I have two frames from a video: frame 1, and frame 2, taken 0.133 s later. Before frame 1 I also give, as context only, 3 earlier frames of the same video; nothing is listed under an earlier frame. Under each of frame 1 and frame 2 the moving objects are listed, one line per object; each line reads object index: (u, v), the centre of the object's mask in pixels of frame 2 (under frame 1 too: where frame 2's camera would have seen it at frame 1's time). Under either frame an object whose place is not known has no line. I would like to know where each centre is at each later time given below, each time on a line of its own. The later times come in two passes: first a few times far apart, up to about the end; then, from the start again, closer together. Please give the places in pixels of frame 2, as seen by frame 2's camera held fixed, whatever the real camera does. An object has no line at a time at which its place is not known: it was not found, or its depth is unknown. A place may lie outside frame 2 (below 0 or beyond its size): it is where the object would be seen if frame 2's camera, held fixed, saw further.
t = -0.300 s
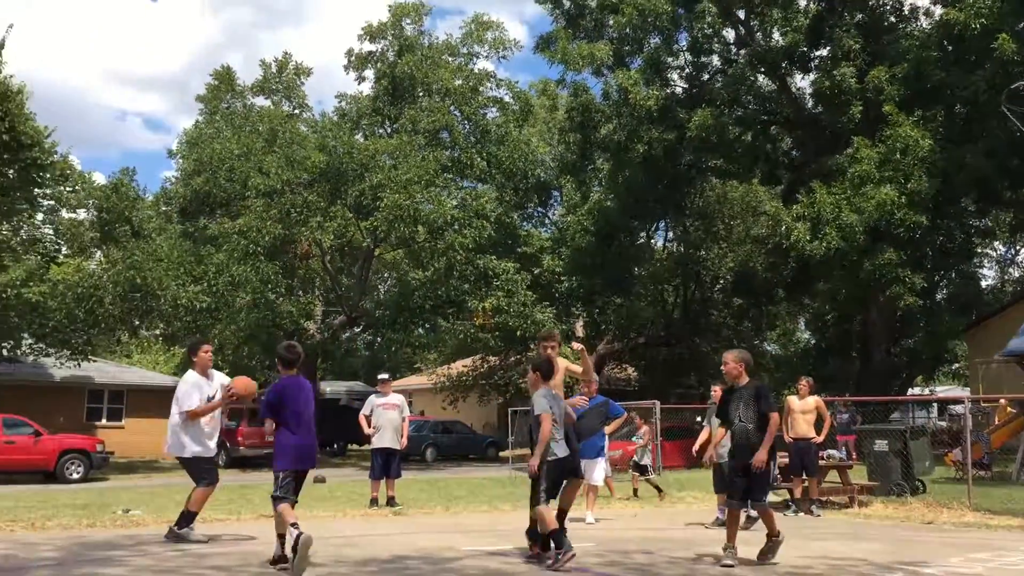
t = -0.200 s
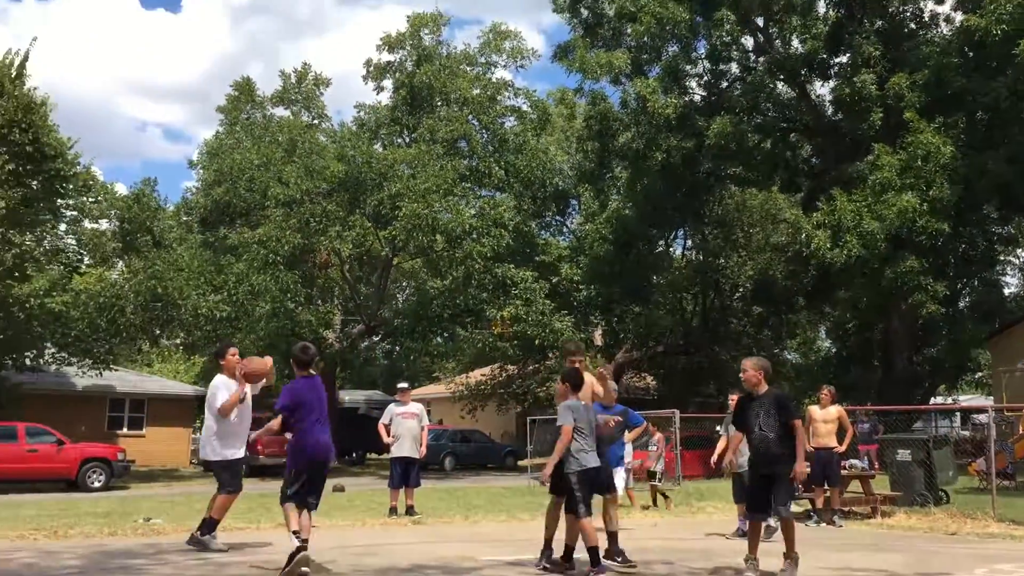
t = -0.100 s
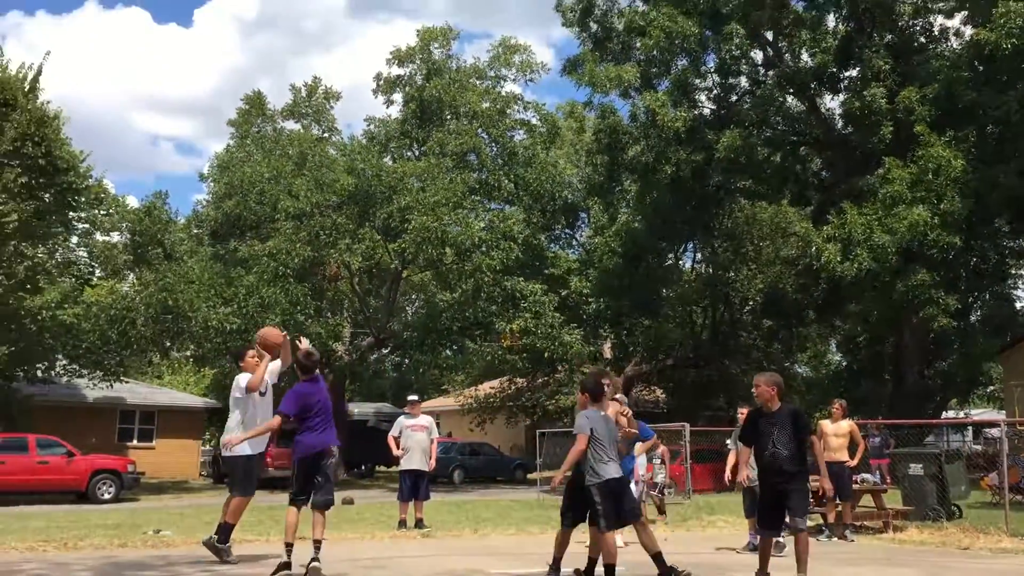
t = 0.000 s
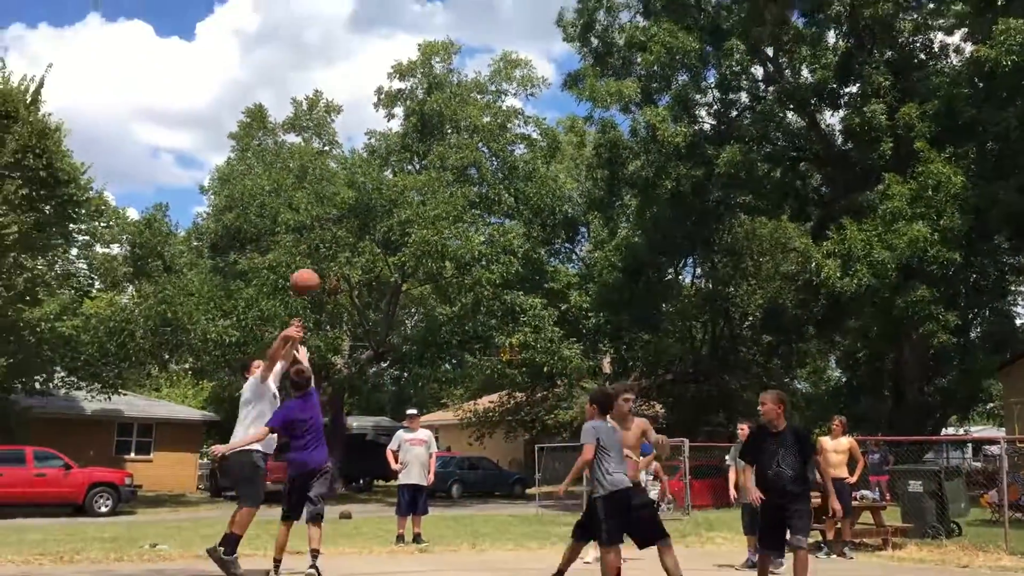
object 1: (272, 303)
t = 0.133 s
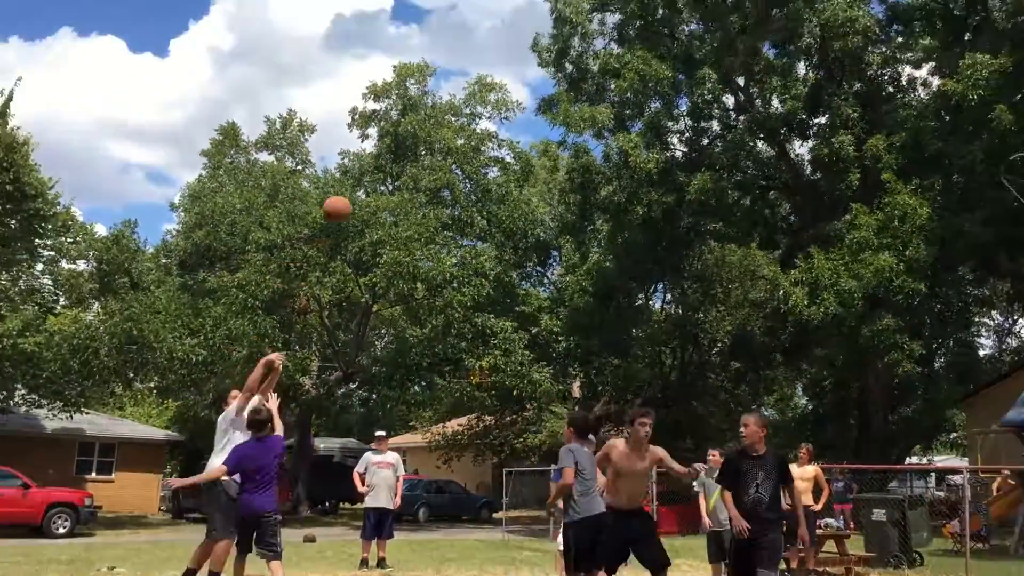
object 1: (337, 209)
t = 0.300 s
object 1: (422, 116)
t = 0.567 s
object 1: (572, 19)
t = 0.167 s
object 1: (354, 190)
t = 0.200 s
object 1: (370, 170)
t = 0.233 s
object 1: (386, 152)
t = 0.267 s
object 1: (405, 134)
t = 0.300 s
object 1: (422, 116)
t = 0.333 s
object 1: (439, 100)
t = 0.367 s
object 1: (457, 84)
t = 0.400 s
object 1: (476, 71)
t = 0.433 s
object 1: (494, 57)
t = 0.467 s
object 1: (514, 44)
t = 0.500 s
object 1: (535, 33)
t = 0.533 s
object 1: (554, 25)
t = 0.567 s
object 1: (572, 19)
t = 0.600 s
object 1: (595, 11)
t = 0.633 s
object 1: (616, 5)
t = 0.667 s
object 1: (640, -2)
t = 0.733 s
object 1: (684, -4)
